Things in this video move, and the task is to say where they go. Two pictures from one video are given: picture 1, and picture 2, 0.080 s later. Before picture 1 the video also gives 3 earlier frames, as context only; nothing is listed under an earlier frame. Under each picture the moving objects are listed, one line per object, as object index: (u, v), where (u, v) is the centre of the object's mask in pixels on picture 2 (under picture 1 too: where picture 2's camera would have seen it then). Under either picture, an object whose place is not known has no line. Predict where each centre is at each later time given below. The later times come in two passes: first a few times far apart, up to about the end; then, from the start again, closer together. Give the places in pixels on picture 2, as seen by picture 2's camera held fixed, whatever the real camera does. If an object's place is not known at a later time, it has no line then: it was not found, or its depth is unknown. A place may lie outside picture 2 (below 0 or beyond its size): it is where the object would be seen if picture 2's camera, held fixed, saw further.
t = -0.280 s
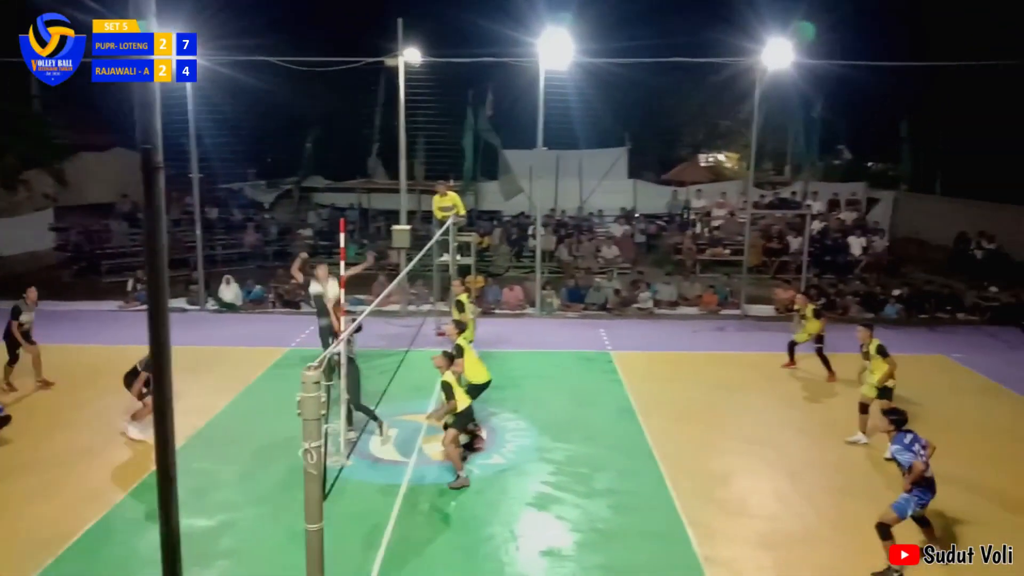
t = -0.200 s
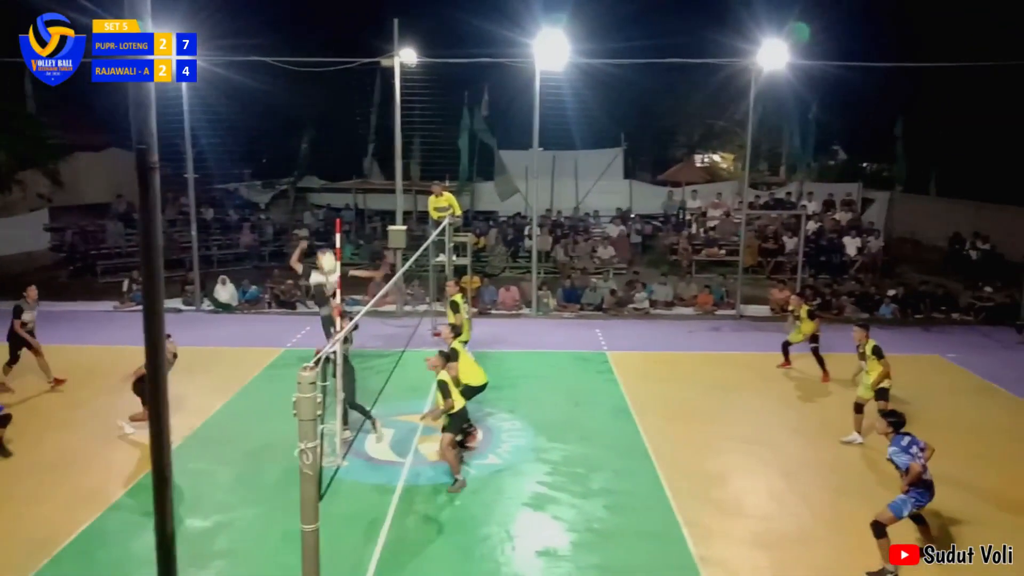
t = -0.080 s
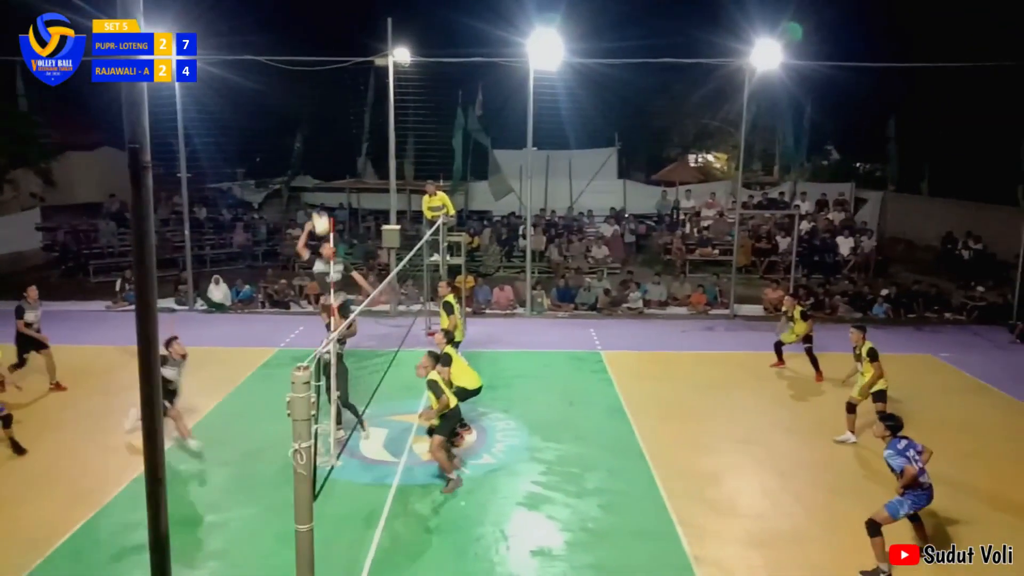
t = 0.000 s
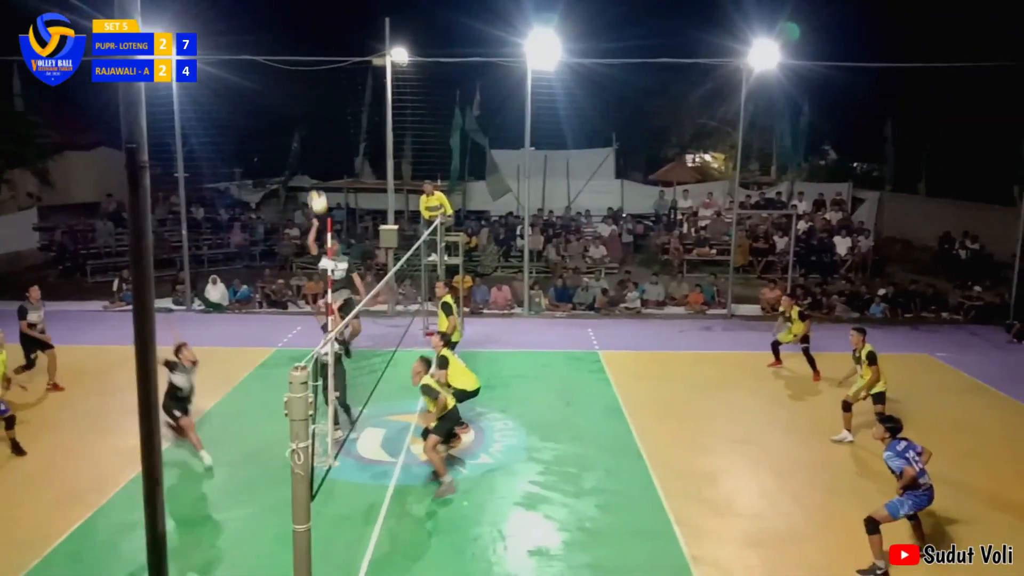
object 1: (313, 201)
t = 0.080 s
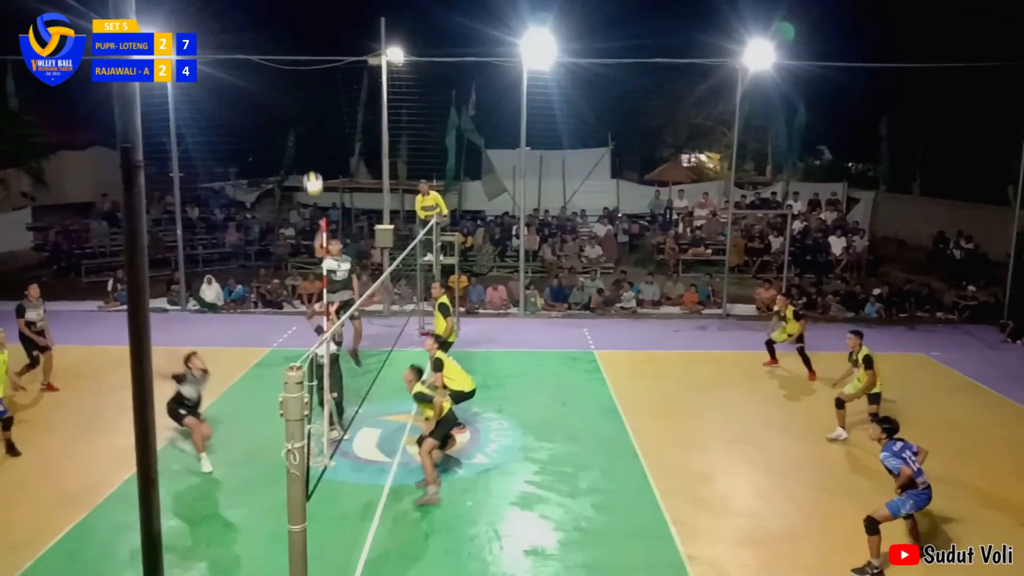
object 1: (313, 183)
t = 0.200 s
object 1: (314, 163)
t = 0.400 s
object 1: (316, 148)
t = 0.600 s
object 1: (319, 155)
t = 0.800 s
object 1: (323, 188)
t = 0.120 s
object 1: (313, 175)
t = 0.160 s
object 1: (313, 169)
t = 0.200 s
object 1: (314, 163)
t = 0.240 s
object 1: (314, 158)
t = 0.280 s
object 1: (315, 154)
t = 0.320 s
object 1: (315, 151)
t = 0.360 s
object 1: (316, 149)
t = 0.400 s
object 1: (316, 148)
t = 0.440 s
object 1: (317, 149)
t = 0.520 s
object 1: (318, 150)
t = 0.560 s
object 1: (318, 152)
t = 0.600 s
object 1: (319, 155)
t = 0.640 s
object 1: (320, 159)
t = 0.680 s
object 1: (321, 165)
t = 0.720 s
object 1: (321, 171)
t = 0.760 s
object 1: (322, 179)
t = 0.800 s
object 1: (323, 188)
